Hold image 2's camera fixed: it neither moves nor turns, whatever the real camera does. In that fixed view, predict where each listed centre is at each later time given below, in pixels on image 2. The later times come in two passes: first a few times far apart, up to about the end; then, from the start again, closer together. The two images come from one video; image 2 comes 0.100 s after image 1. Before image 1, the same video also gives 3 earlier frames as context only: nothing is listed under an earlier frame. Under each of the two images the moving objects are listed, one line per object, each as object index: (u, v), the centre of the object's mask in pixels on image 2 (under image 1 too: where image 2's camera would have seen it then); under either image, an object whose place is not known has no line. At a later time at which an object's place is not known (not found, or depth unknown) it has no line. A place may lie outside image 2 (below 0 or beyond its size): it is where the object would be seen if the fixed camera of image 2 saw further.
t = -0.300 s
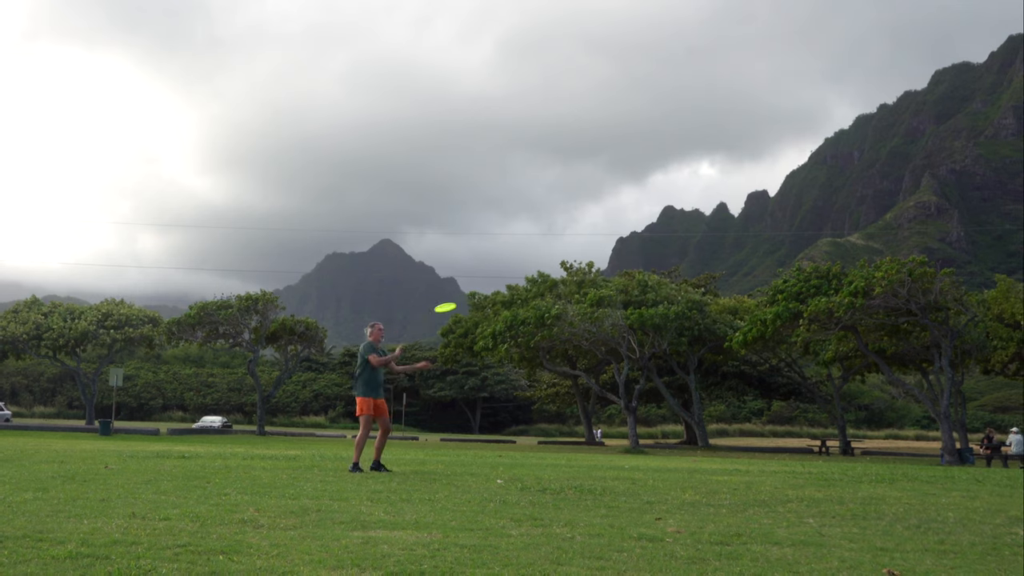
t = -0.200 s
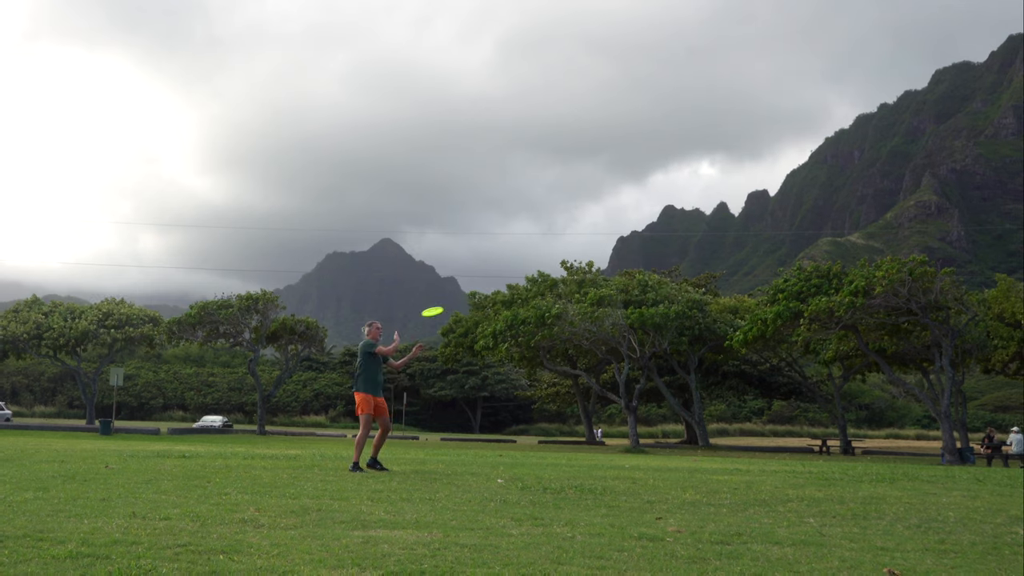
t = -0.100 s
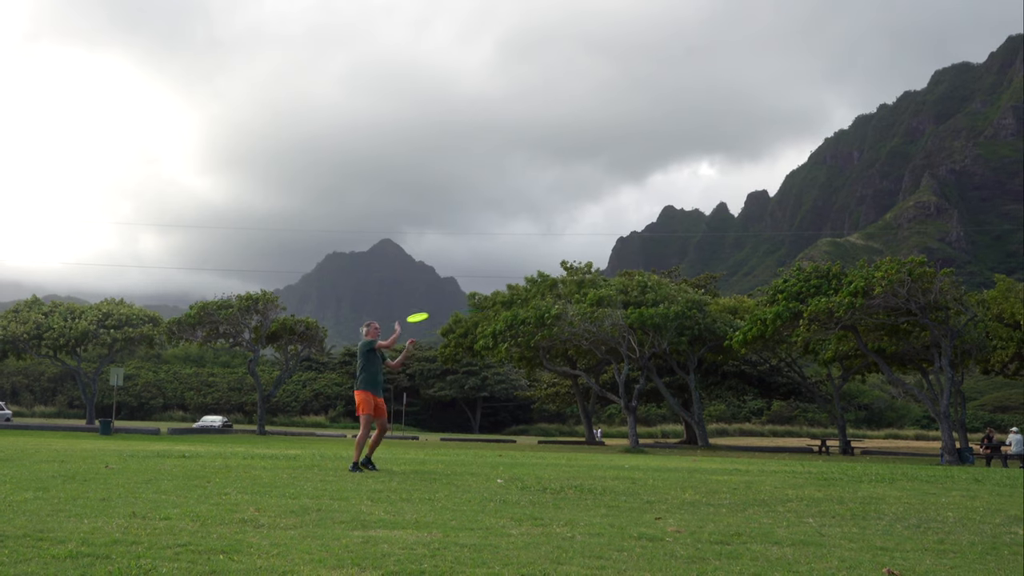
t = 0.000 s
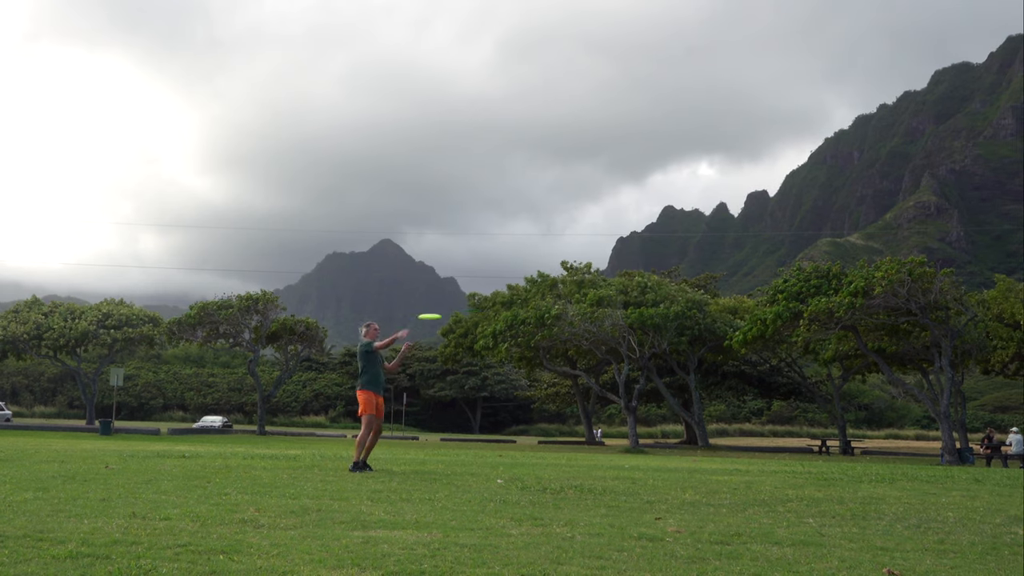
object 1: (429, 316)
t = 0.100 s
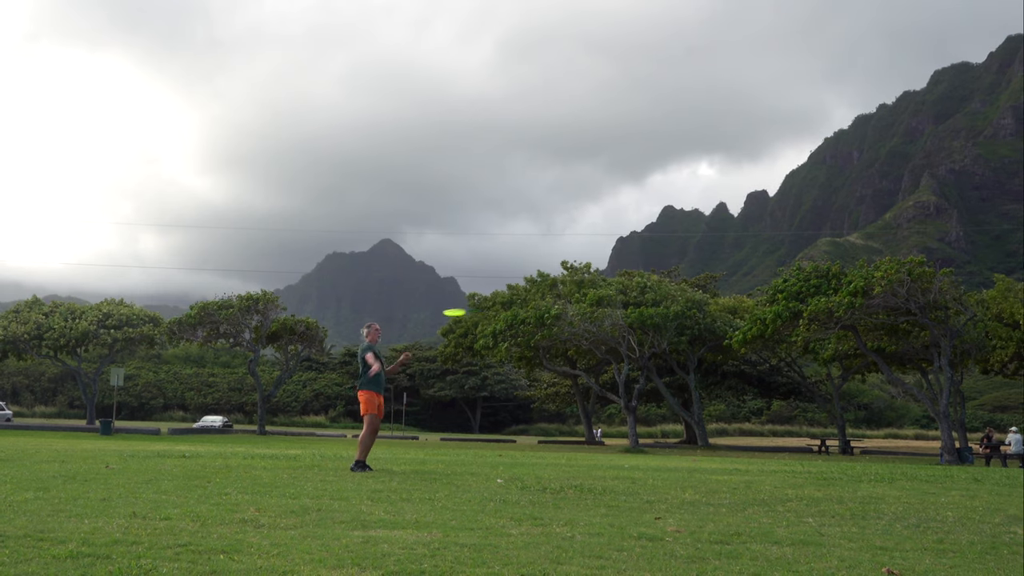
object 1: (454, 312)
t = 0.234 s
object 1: (482, 308)
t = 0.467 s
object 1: (517, 303)
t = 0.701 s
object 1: (542, 305)
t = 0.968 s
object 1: (559, 316)
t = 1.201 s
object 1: (566, 335)
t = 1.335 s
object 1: (567, 347)
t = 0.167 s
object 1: (468, 310)
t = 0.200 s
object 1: (475, 309)
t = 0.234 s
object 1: (482, 308)
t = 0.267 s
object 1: (487, 307)
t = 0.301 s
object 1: (492, 306)
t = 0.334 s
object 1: (498, 305)
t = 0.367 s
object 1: (503, 304)
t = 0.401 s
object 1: (508, 304)
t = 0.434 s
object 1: (513, 303)
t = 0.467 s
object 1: (517, 303)
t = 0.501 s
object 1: (521, 303)
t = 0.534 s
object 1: (525, 303)
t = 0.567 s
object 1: (529, 303)
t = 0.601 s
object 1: (533, 304)
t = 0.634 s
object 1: (536, 304)
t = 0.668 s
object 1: (539, 304)
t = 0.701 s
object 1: (542, 305)
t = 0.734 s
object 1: (545, 306)
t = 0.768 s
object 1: (548, 306)
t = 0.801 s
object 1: (550, 308)
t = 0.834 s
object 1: (552, 309)
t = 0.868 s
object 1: (554, 310)
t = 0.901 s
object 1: (556, 312)
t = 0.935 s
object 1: (558, 314)
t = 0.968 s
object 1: (559, 316)
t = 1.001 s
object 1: (561, 318)
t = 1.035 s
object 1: (562, 321)
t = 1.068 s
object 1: (563, 323)
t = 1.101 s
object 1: (564, 326)
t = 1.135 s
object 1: (565, 329)
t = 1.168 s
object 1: (565, 332)
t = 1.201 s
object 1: (566, 335)
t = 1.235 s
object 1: (566, 338)
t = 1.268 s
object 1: (566, 341)
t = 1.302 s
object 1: (566, 344)
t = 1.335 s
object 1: (567, 347)
